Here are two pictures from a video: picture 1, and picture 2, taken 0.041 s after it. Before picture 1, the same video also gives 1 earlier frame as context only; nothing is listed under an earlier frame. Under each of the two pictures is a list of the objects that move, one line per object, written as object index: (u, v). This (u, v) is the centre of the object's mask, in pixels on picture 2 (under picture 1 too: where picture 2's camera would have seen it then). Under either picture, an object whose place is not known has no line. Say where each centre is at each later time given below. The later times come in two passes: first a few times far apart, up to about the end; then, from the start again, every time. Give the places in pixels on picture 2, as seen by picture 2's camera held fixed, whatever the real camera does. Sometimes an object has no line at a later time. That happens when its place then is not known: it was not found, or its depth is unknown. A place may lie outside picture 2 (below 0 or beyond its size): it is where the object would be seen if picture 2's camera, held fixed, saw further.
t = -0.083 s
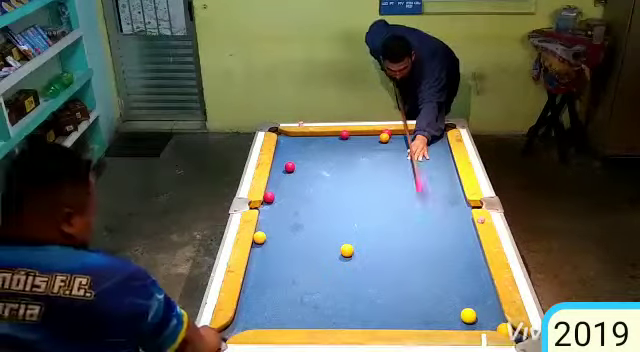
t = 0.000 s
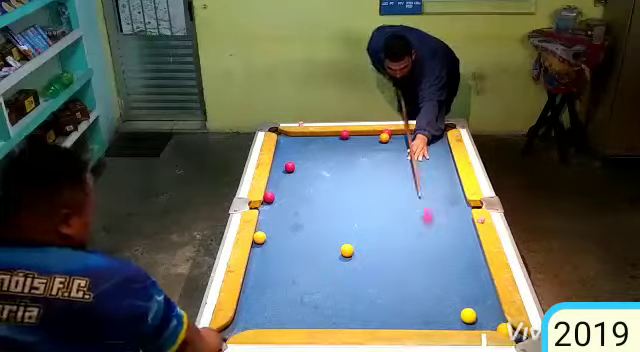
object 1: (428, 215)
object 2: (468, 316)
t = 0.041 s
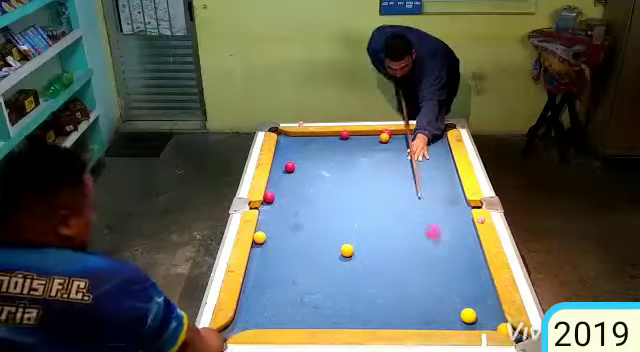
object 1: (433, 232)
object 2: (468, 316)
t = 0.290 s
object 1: (436, 319)
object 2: (489, 323)
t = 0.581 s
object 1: (379, 252)
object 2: (500, 325)
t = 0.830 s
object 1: (347, 212)
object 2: (500, 325)
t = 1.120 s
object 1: (315, 174)
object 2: (499, 326)
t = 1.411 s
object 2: (499, 326)
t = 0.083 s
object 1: (437, 245)
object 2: (468, 316)
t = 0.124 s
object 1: (441, 263)
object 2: (468, 316)
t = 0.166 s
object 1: (446, 279)
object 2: (468, 316)
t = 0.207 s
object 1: (452, 301)
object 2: (468, 316)
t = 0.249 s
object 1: (448, 317)
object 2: (477, 318)
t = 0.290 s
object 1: (436, 319)
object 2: (489, 323)
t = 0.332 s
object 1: (427, 309)
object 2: (490, 323)
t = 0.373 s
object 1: (417, 296)
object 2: (493, 323)
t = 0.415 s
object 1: (408, 284)
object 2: (494, 324)
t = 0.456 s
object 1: (401, 278)
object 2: (496, 324)
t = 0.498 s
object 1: (394, 269)
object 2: (498, 324)
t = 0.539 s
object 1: (389, 261)
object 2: (499, 324)
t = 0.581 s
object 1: (379, 252)
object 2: (500, 325)
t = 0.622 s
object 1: (375, 246)
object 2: (500, 325)
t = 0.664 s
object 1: (369, 238)
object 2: (500, 325)
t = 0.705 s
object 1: (363, 231)
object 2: (500, 325)
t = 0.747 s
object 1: (358, 223)
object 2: (500, 325)
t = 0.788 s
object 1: (353, 216)
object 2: (500, 325)
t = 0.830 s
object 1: (347, 212)
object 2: (500, 325)
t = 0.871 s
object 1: (343, 206)
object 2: (500, 325)
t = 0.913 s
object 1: (338, 199)
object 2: (500, 325)
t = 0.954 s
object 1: (334, 194)
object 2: (499, 326)
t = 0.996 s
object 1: (329, 189)
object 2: (500, 326)
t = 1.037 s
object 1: (326, 183)
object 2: (499, 326)
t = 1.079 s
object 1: (323, 180)
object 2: (499, 326)
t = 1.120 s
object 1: (315, 174)
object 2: (499, 326)
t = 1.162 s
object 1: (313, 169)
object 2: (499, 326)
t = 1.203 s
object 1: (311, 165)
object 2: (499, 326)
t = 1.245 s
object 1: (306, 161)
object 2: (499, 326)
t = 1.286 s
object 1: (303, 154)
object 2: (499, 326)
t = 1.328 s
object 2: (499, 327)
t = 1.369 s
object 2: (499, 326)
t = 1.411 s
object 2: (499, 326)
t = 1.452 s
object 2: (499, 327)
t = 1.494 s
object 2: (499, 327)
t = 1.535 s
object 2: (499, 327)
